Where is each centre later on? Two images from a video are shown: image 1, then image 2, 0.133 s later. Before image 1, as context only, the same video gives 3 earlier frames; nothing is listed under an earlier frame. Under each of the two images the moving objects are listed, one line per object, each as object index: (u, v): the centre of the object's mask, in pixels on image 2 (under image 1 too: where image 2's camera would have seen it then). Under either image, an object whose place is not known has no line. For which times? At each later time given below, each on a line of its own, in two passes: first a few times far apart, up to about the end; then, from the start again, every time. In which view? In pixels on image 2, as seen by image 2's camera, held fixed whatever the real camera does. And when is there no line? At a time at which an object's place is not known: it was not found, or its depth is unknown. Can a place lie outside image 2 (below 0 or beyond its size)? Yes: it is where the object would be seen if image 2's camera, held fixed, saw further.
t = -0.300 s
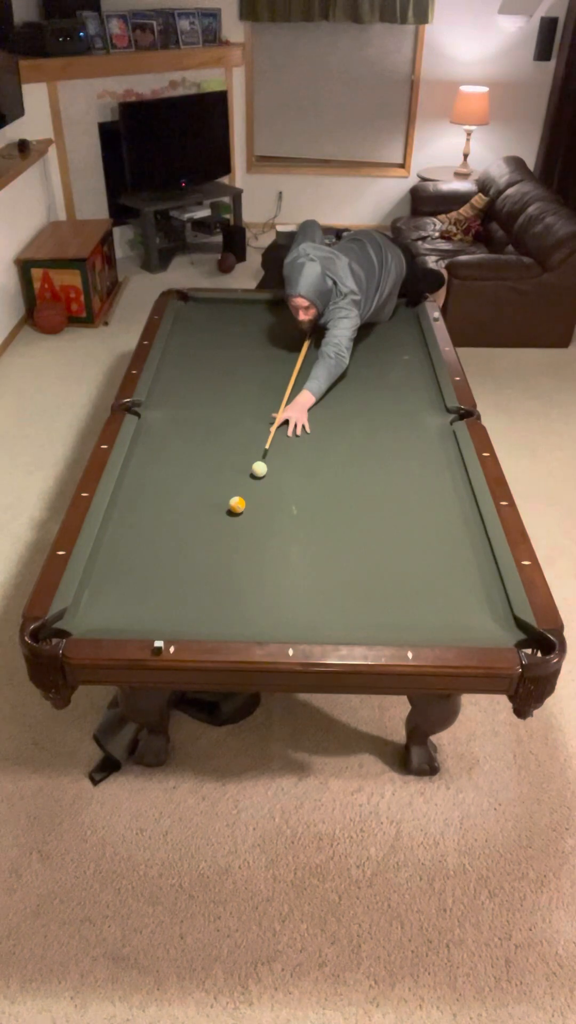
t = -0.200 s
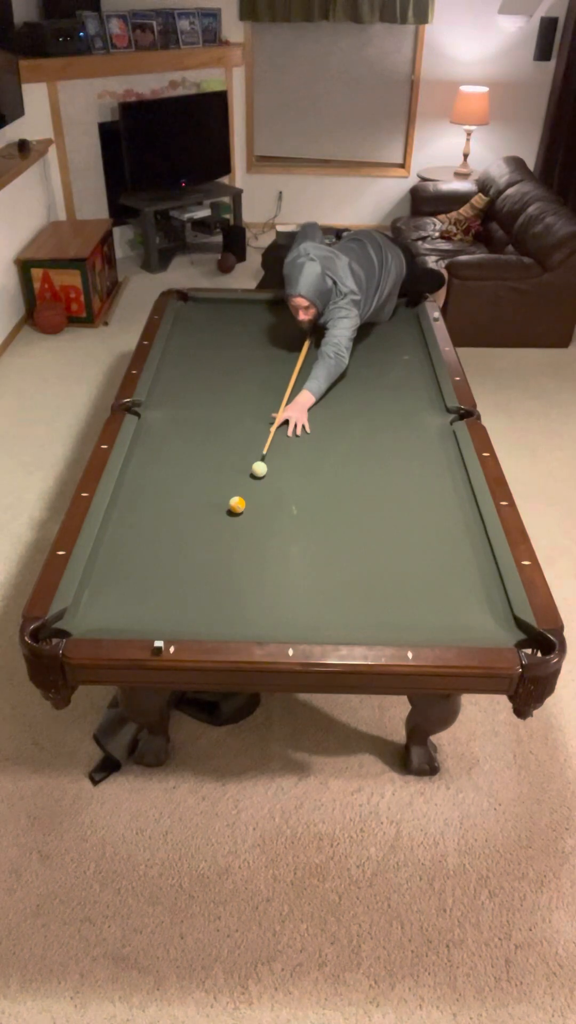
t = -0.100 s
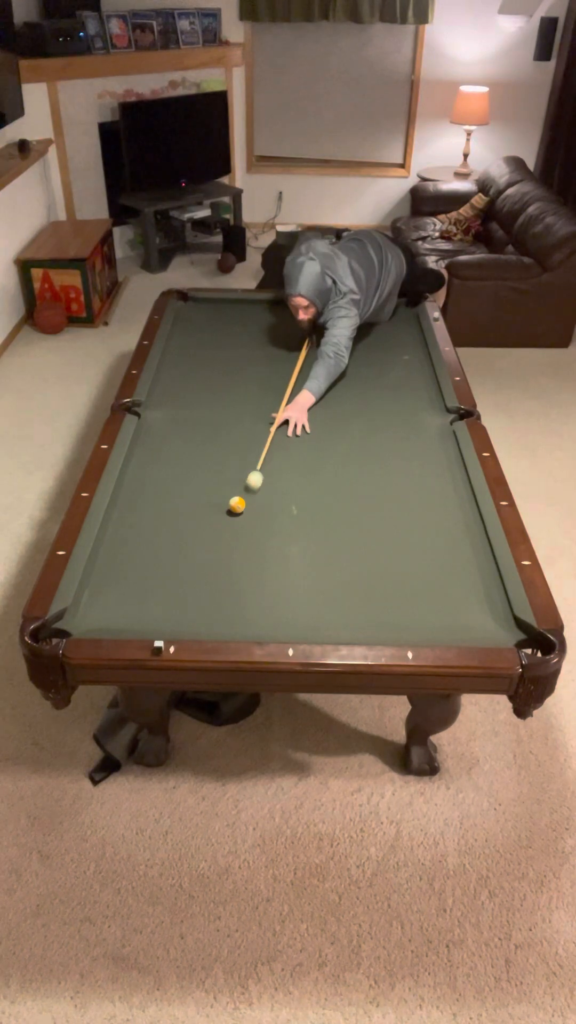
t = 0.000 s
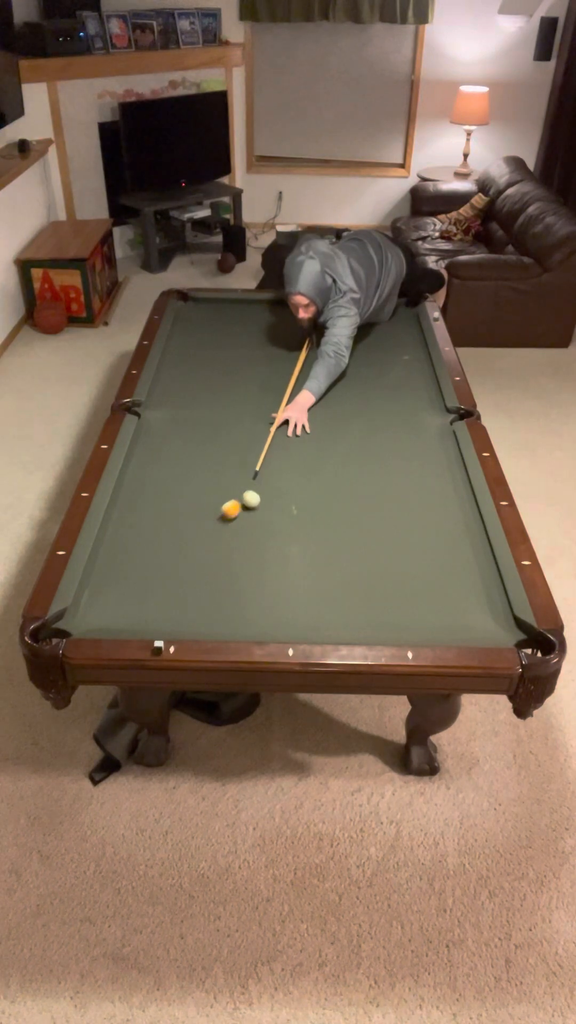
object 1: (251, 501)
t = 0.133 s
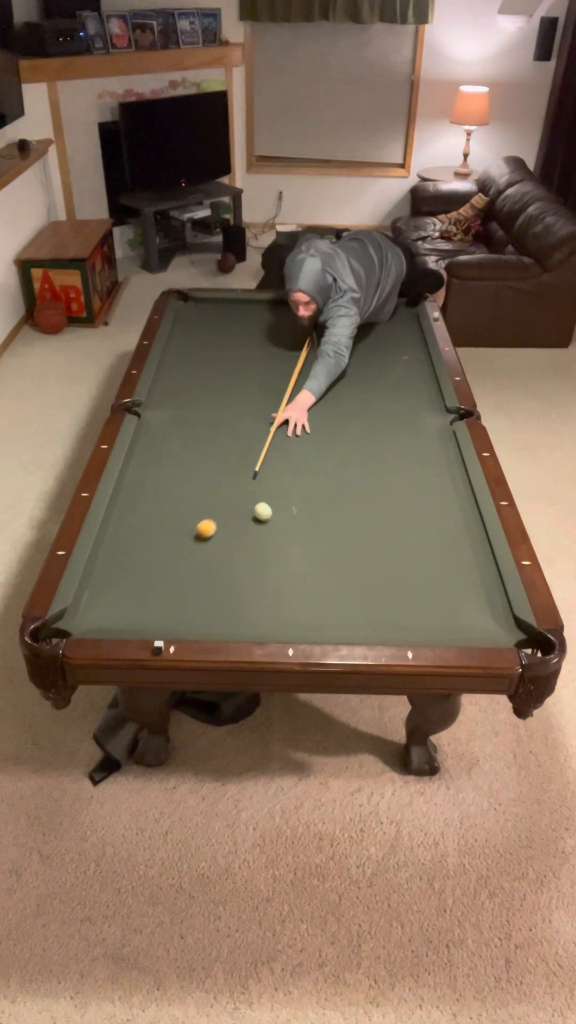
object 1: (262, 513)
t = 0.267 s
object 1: (273, 528)
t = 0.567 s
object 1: (297, 561)
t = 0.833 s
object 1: (321, 592)
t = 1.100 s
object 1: (346, 622)
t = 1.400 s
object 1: (362, 613)
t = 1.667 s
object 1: (373, 592)
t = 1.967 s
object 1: (383, 574)
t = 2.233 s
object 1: (392, 559)
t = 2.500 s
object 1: (399, 546)
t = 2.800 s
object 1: (406, 534)
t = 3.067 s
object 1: (411, 523)
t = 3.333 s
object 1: (416, 514)
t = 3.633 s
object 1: (421, 504)
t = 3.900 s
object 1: (424, 497)
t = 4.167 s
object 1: (427, 490)
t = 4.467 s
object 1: (430, 484)
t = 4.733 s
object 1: (432, 479)
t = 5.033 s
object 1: (433, 473)
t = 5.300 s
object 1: (434, 470)
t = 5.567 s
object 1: (435, 467)
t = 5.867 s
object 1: (435, 465)
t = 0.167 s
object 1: (265, 517)
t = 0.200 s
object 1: (267, 520)
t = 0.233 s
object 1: (270, 524)
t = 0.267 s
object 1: (273, 528)
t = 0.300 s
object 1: (275, 531)
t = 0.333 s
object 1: (278, 535)
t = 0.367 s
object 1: (281, 538)
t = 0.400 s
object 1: (283, 542)
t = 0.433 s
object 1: (286, 546)
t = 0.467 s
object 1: (289, 549)
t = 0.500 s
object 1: (292, 553)
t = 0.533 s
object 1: (295, 557)
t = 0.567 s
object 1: (297, 561)
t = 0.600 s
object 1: (300, 565)
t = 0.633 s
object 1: (303, 568)
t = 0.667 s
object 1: (306, 572)
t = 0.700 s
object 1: (309, 576)
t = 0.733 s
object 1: (312, 581)
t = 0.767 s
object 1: (315, 584)
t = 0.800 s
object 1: (318, 589)
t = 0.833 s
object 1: (321, 592)
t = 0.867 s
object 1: (324, 597)
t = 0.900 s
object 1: (327, 601)
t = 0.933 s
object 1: (330, 605)
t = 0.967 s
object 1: (333, 609)
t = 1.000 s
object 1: (336, 613)
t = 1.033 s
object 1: (340, 617)
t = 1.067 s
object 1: (343, 620)
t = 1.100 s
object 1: (346, 622)
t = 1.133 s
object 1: (350, 624)
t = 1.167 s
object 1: (353, 625)
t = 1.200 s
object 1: (354, 624)
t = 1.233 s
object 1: (355, 623)
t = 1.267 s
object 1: (356, 621)
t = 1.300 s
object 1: (358, 620)
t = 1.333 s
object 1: (359, 618)
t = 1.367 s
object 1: (361, 616)
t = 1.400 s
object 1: (362, 613)
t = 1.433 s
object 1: (364, 611)
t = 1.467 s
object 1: (365, 609)
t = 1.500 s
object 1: (366, 606)
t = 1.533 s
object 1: (368, 604)
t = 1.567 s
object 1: (369, 598)
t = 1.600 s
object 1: (370, 596)
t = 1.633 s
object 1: (372, 594)
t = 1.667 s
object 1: (373, 592)
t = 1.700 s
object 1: (374, 590)
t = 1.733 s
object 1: (375, 588)
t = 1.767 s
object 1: (376, 586)
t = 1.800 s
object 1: (378, 584)
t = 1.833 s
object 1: (379, 582)
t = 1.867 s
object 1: (380, 579)
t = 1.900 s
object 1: (381, 577)
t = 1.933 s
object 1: (382, 576)
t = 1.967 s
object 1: (383, 574)
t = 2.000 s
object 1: (385, 572)
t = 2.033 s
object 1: (386, 570)
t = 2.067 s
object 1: (387, 568)
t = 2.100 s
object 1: (388, 566)
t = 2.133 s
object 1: (389, 565)
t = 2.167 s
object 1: (390, 563)
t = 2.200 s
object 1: (391, 561)
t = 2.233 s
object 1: (392, 559)
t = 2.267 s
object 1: (393, 557)
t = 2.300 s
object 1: (393, 556)
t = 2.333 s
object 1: (394, 554)
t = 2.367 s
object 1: (395, 553)
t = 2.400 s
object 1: (396, 551)
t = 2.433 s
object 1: (397, 550)
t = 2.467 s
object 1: (398, 548)
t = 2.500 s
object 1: (399, 546)
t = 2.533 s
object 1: (399, 545)
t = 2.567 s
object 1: (400, 543)
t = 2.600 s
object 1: (401, 542)
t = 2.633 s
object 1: (402, 540)
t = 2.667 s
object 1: (403, 539)
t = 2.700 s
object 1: (403, 538)
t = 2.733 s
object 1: (404, 536)
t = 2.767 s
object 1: (405, 535)
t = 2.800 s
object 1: (406, 534)
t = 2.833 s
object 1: (406, 532)
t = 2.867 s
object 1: (407, 531)
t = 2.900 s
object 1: (408, 530)
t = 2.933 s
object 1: (409, 528)
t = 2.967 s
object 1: (409, 527)
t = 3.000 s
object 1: (410, 526)
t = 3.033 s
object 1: (411, 524)
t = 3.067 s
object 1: (411, 523)
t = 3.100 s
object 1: (412, 522)
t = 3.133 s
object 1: (413, 521)
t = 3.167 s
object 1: (413, 520)
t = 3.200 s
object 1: (414, 518)
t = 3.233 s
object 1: (414, 517)
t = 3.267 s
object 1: (415, 516)
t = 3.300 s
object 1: (416, 515)
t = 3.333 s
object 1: (416, 514)
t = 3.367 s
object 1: (417, 513)
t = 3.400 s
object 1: (417, 512)
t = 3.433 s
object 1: (418, 511)
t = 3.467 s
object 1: (419, 509)
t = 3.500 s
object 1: (419, 508)
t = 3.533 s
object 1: (420, 507)
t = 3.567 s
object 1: (420, 506)
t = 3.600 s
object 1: (421, 505)
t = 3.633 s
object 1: (421, 504)
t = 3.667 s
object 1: (422, 503)
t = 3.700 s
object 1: (422, 503)
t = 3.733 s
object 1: (423, 502)
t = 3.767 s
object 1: (423, 500)
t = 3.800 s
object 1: (423, 500)
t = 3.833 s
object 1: (424, 499)
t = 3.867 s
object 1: (424, 498)
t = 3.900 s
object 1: (424, 497)
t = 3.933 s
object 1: (425, 496)
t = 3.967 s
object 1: (425, 495)
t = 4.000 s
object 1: (426, 494)
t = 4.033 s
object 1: (426, 493)
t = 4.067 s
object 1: (426, 493)
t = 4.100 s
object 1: (427, 492)
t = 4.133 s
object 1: (427, 491)
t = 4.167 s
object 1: (427, 490)
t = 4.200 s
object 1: (428, 489)
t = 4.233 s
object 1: (428, 488)
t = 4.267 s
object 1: (428, 488)
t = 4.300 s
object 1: (428, 487)
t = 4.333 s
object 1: (429, 487)
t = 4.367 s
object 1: (429, 486)
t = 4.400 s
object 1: (429, 485)
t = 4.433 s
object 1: (429, 484)
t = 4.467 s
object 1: (430, 484)
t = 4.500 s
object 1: (430, 483)
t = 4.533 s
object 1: (430, 482)
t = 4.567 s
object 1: (430, 482)
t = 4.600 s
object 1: (431, 481)
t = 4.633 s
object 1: (431, 480)
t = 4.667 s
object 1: (431, 480)
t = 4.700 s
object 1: (431, 479)
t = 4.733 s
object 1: (432, 479)
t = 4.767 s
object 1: (432, 478)
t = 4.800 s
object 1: (432, 477)
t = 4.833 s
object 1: (432, 477)
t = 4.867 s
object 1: (432, 476)
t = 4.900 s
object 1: (433, 476)
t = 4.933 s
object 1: (433, 475)
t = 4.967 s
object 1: (433, 474)
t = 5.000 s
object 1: (433, 474)
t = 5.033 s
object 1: (433, 473)
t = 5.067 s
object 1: (433, 473)
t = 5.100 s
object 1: (433, 472)
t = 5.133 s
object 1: (434, 472)
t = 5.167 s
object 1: (434, 471)
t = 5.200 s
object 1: (434, 471)
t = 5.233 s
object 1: (434, 471)
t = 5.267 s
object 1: (434, 470)
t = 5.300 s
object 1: (434, 470)
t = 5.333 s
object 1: (434, 469)
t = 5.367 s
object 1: (435, 469)
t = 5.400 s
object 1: (435, 468)
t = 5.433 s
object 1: (435, 468)
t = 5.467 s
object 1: (435, 468)
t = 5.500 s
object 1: (435, 468)
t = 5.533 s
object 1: (435, 467)
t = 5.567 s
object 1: (435, 467)
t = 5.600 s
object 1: (435, 466)
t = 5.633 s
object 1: (435, 466)
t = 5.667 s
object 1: (435, 466)
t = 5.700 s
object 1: (435, 466)
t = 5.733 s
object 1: (435, 466)
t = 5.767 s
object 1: (435, 466)
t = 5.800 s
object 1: (435, 465)
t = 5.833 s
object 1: (435, 465)
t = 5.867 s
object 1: (435, 465)
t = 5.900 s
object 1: (435, 465)
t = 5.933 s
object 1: (435, 465)
